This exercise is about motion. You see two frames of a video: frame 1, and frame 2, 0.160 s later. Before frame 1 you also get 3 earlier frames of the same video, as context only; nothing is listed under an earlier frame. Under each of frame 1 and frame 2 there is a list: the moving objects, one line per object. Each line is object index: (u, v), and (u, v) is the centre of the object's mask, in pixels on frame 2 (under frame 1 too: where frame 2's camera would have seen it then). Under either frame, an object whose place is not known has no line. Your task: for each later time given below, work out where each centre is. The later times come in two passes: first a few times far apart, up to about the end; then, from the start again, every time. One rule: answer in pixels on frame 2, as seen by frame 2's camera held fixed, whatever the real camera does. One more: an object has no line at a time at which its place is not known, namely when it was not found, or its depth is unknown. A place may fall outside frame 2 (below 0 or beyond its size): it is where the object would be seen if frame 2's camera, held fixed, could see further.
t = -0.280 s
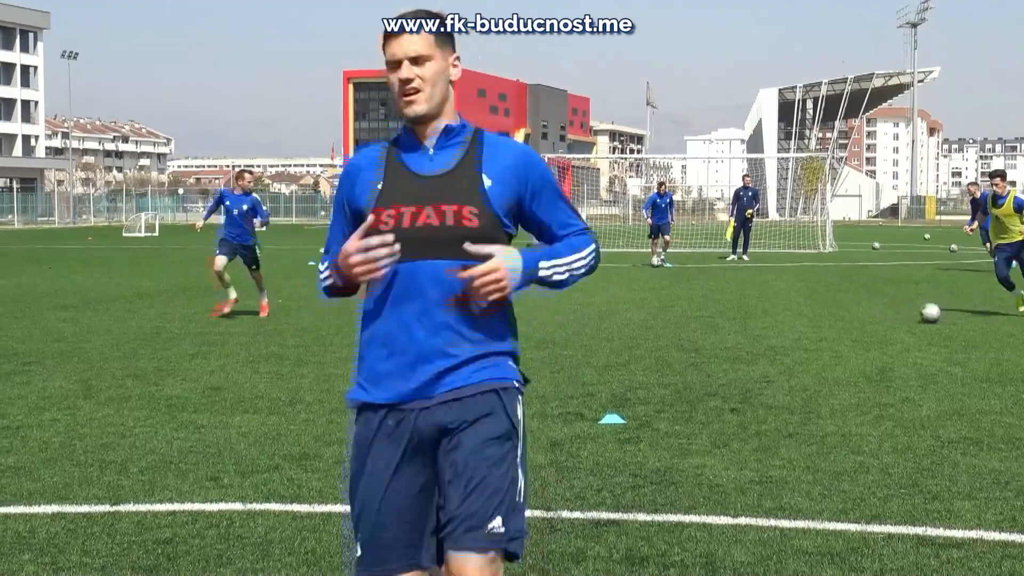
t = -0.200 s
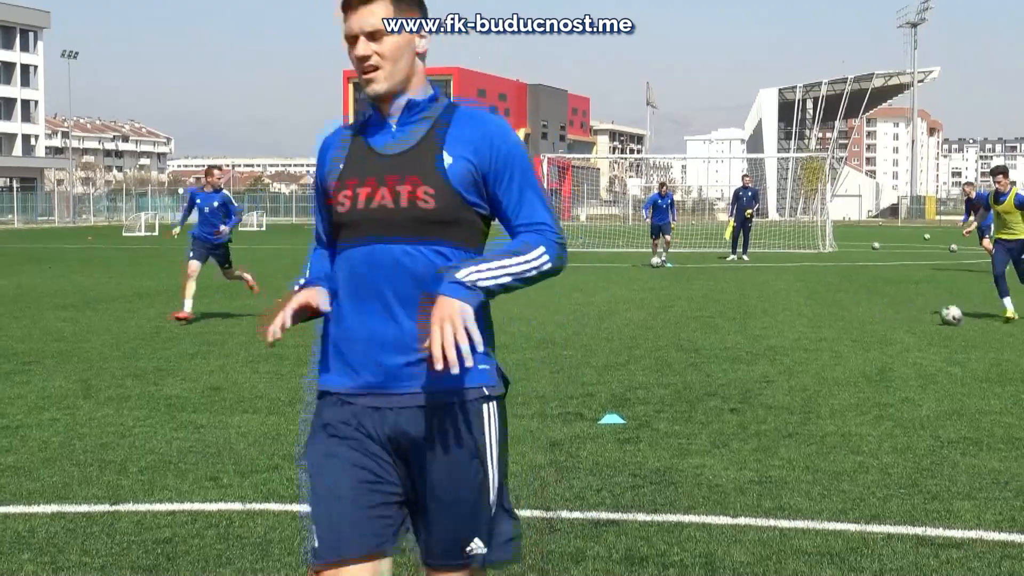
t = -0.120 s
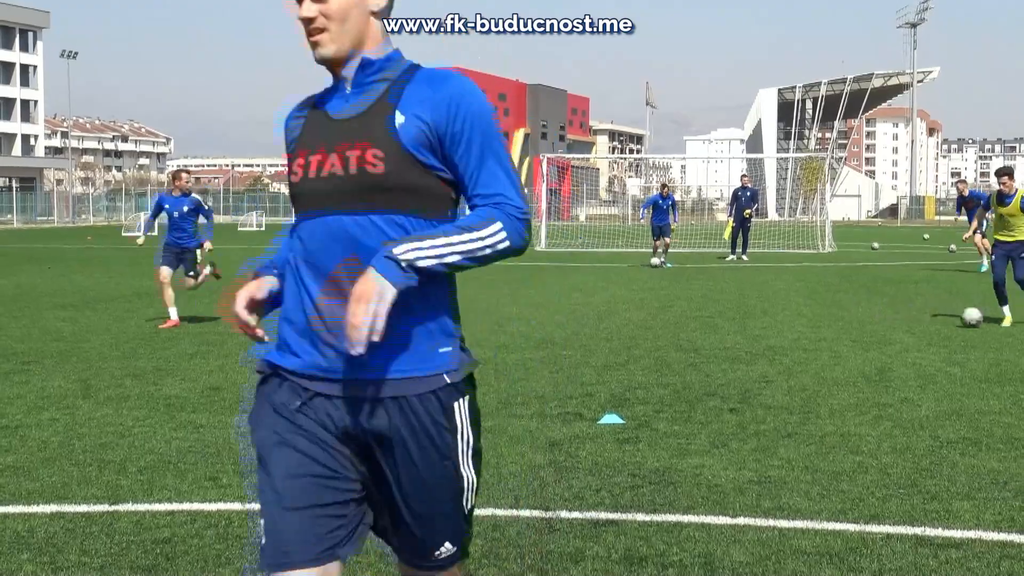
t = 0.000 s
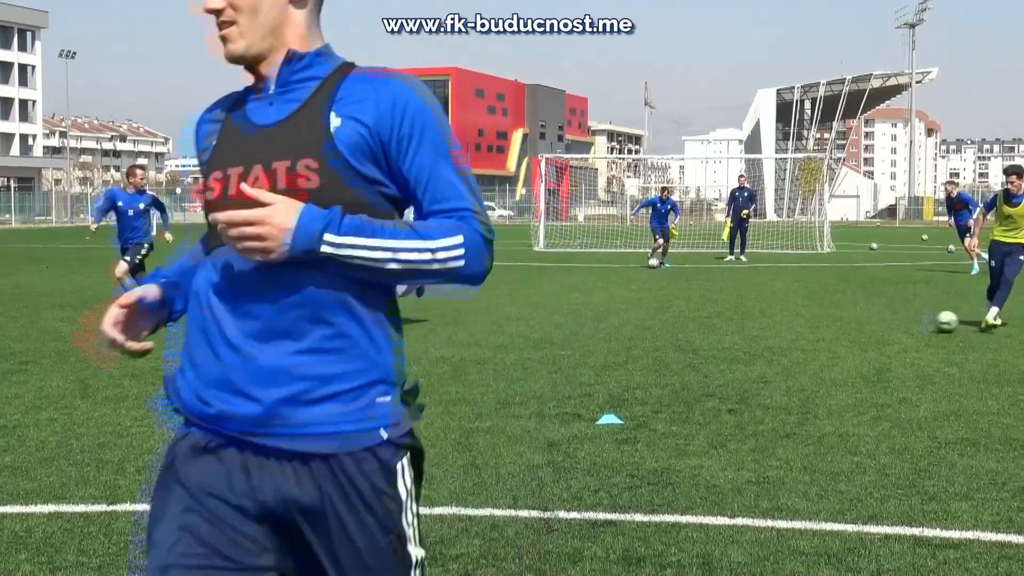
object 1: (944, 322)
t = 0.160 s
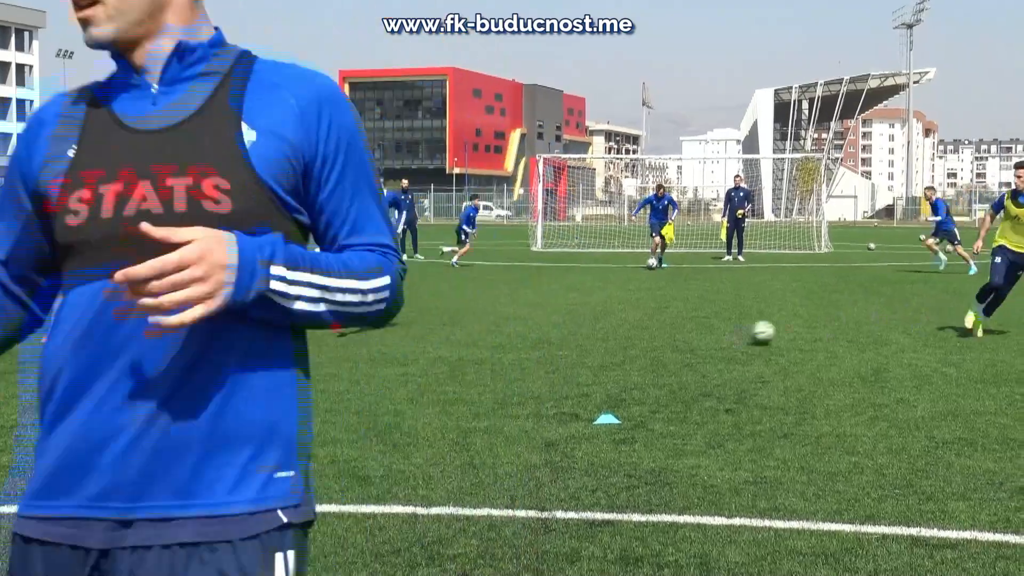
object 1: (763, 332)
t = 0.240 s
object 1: (666, 340)
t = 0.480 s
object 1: (364, 358)
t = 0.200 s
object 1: (713, 337)
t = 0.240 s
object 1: (666, 340)
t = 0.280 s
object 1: (616, 343)
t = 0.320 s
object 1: (566, 346)
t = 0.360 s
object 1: (517, 348)
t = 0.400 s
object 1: (466, 351)
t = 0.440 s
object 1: (415, 354)
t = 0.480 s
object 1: (364, 358)
